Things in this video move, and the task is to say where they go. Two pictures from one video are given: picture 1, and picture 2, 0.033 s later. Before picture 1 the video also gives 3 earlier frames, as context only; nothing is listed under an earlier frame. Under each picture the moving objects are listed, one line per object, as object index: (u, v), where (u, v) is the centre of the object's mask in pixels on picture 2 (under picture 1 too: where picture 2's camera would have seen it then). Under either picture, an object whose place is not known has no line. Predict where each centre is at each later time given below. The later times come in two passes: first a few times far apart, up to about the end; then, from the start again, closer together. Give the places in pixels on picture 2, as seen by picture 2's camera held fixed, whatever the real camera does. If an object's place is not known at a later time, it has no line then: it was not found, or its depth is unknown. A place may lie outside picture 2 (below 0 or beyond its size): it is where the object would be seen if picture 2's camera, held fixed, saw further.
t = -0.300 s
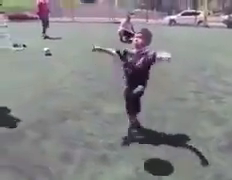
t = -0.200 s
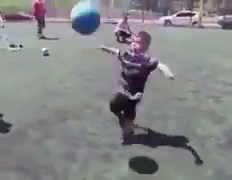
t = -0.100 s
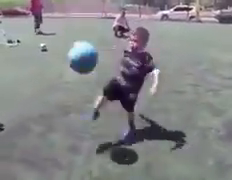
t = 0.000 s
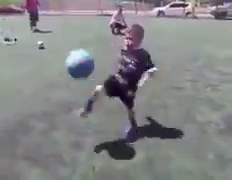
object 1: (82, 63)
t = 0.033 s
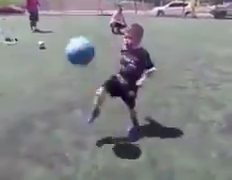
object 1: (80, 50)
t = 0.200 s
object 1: (75, 11)
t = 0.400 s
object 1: (78, 6)
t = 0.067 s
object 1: (79, 39)
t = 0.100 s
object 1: (78, 29)
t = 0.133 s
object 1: (77, 20)
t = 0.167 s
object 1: (75, 14)
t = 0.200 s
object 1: (75, 11)
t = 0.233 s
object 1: (79, 9)
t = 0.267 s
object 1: (81, 8)
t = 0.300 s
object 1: (80, 7)
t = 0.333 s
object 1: (81, 5)
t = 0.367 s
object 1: (76, 5)
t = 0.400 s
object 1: (78, 6)
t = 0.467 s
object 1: (77, 13)
